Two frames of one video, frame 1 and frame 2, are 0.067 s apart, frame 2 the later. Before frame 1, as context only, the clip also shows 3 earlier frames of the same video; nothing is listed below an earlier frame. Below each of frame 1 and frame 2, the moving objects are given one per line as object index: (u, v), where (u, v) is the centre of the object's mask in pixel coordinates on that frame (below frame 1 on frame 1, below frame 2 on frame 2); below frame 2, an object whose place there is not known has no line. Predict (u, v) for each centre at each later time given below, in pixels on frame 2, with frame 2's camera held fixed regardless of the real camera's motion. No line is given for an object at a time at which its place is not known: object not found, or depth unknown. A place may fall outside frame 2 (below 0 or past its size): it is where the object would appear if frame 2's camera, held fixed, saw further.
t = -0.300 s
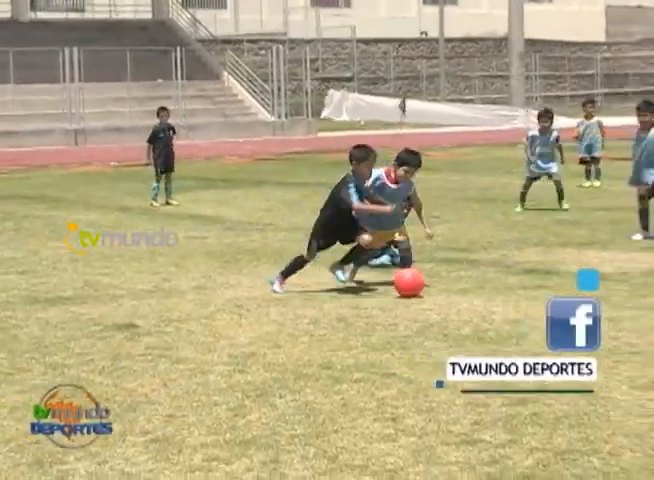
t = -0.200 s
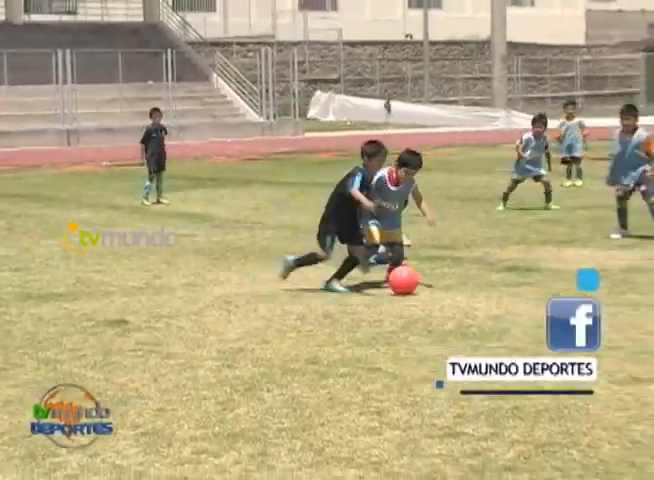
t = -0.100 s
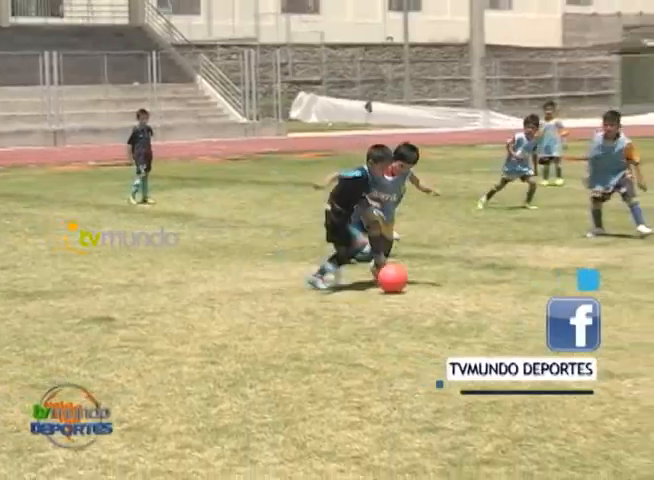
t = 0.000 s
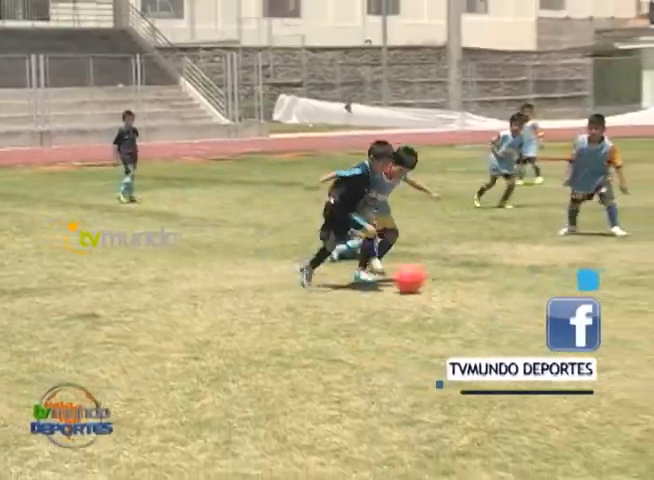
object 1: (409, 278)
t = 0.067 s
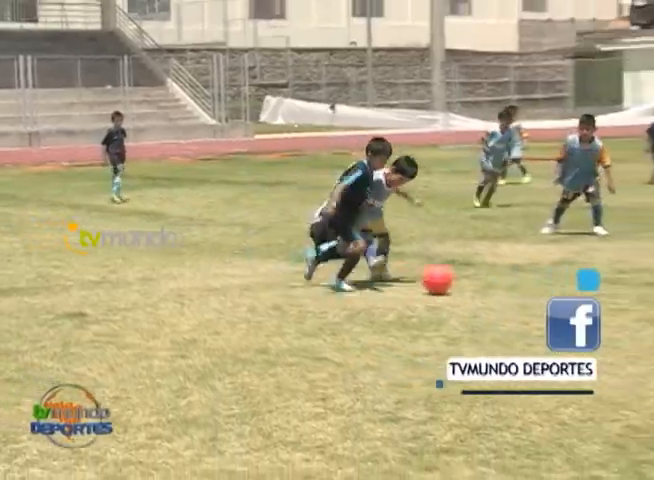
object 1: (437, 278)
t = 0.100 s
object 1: (458, 279)
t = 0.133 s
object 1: (478, 280)
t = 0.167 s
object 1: (499, 283)
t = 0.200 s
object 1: (519, 284)
